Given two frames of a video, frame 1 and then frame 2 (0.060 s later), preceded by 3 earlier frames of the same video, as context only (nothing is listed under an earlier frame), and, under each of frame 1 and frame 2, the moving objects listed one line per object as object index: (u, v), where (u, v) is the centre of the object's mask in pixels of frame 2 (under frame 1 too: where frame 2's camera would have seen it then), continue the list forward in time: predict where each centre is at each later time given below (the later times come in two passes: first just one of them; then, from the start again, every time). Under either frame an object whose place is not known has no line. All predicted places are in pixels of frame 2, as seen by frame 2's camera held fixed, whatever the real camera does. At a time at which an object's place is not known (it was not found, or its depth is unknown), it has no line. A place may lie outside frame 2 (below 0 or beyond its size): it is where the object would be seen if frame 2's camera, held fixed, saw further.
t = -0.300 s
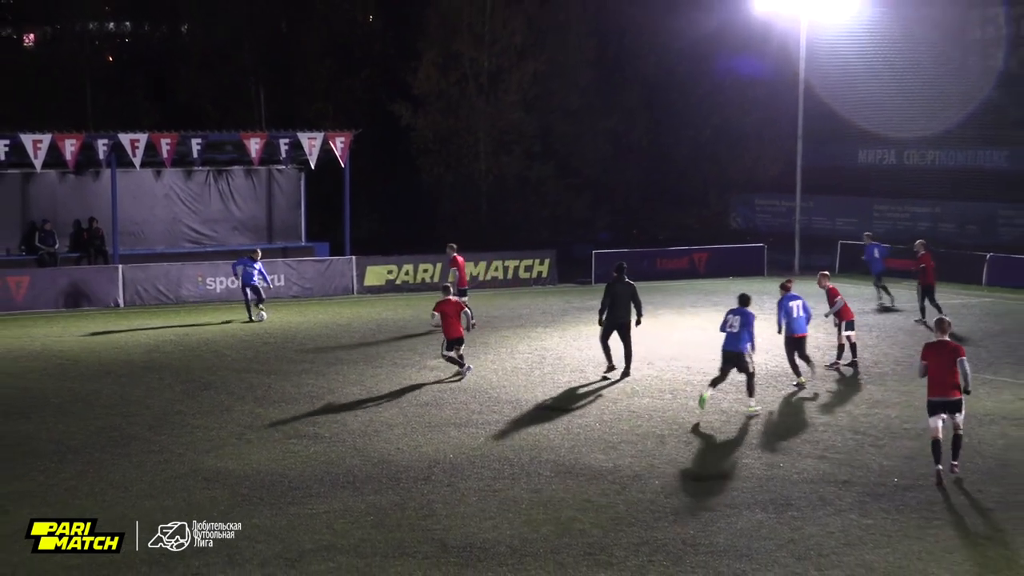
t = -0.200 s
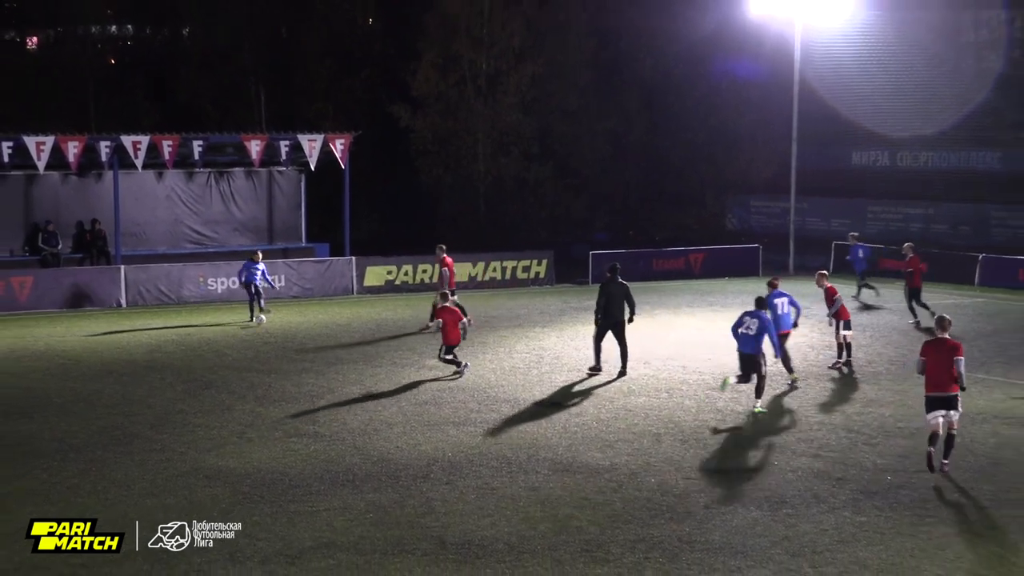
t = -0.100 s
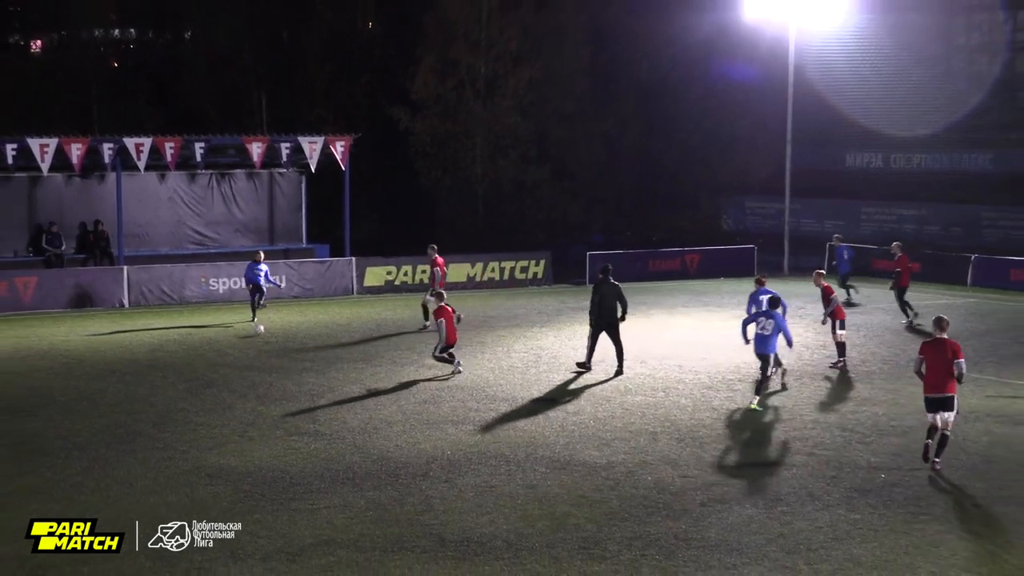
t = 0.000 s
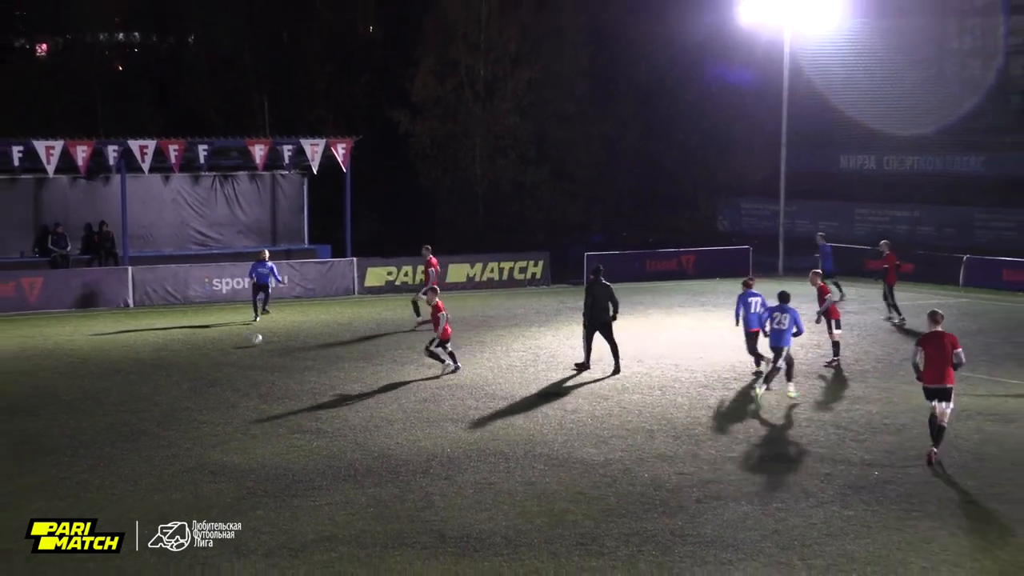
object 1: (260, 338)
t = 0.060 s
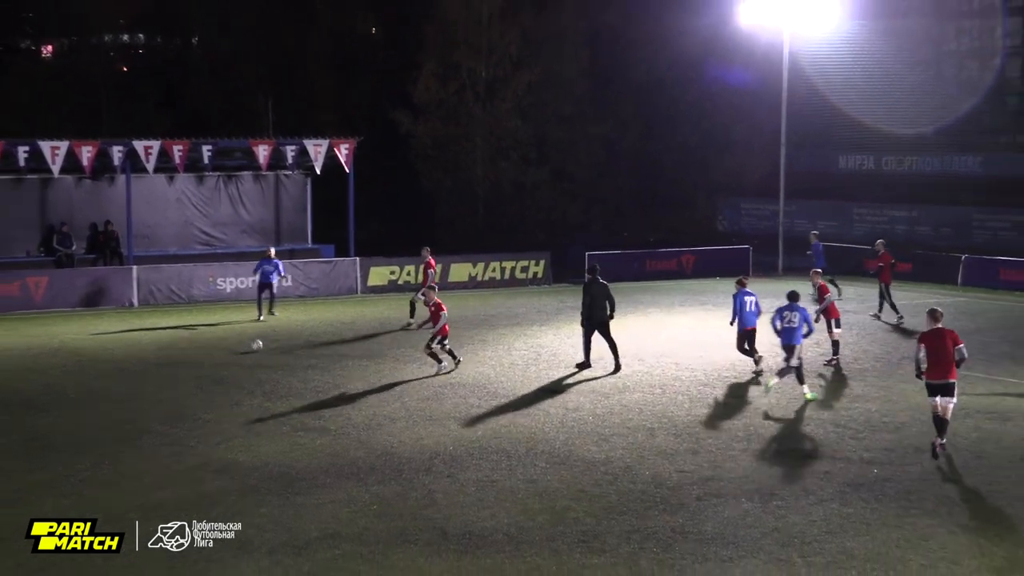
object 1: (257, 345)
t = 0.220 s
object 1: (247, 365)
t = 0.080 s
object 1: (255, 348)
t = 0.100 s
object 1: (255, 351)
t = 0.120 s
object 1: (253, 353)
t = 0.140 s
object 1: (252, 355)
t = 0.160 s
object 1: (251, 358)
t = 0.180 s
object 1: (251, 358)
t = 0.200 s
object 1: (250, 360)
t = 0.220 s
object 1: (247, 365)
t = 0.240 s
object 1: (248, 364)
